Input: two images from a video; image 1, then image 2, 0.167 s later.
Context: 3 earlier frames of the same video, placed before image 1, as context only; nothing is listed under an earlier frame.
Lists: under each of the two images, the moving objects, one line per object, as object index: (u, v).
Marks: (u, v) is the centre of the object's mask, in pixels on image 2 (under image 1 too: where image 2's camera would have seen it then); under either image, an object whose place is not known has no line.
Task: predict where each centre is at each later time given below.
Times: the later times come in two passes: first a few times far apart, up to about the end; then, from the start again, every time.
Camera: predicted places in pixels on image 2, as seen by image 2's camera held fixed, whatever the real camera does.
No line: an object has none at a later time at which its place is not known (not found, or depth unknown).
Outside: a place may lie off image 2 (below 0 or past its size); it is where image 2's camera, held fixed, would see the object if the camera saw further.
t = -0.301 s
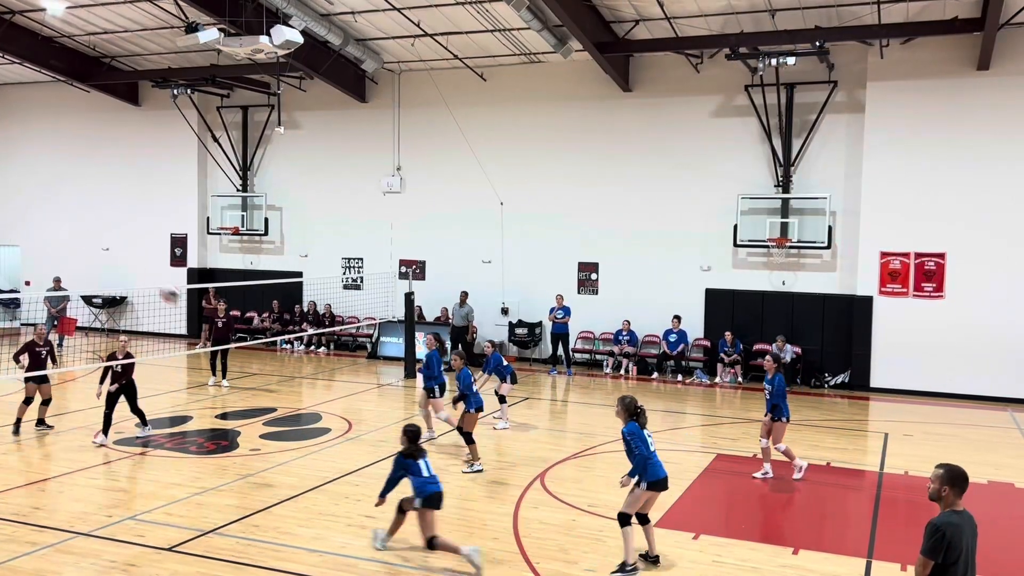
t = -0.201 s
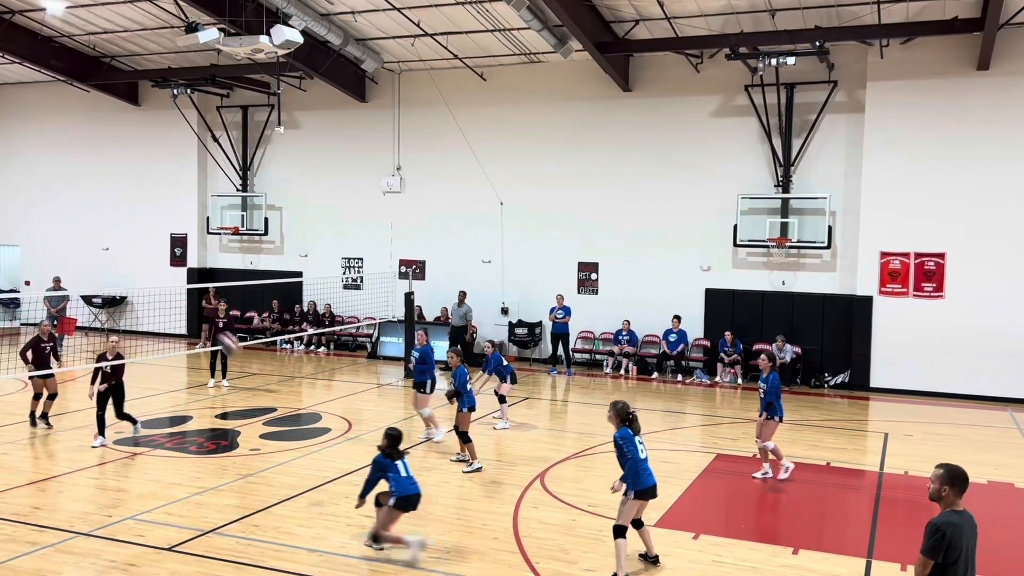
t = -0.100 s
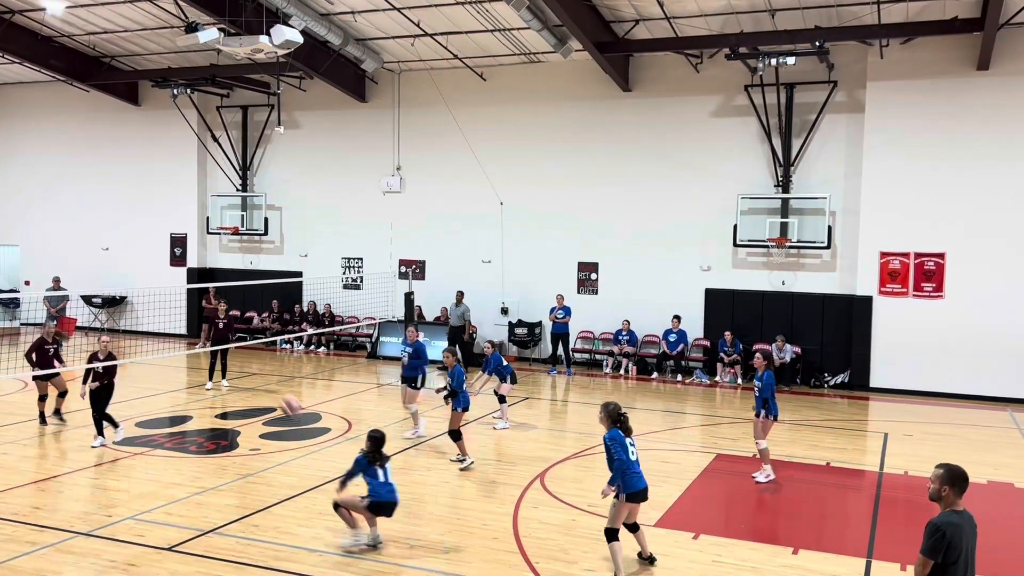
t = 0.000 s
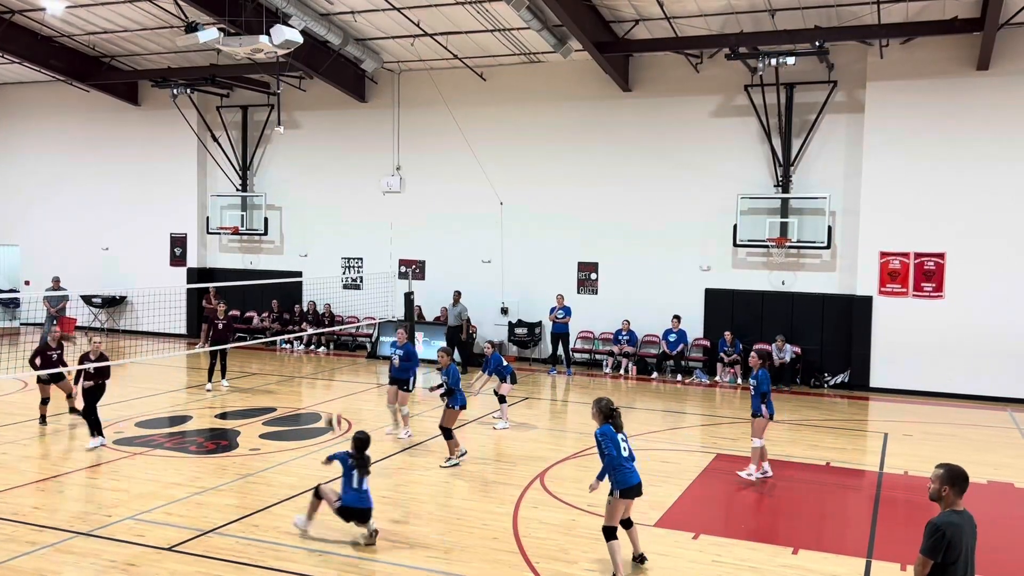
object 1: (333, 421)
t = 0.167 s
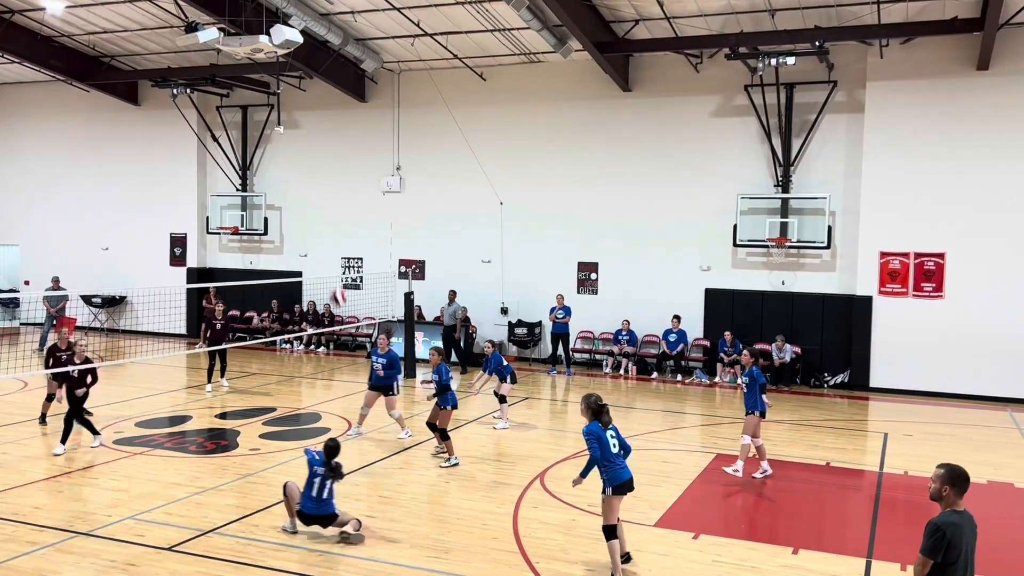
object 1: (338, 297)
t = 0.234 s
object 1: (338, 260)
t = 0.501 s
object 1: (348, 165)
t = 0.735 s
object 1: (355, 136)
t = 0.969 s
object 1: (362, 144)
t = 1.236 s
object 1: (369, 187)
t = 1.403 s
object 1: (372, 228)
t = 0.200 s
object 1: (338, 278)
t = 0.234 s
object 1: (338, 260)
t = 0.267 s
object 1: (340, 244)
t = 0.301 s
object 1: (341, 230)
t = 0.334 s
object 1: (343, 215)
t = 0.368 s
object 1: (343, 203)
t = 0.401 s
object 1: (345, 192)
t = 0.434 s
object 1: (345, 181)
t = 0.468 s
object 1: (347, 174)
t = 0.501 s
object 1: (348, 165)
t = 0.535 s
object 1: (349, 159)
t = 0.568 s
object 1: (350, 152)
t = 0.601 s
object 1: (351, 147)
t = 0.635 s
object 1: (352, 143)
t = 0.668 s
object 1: (353, 140)
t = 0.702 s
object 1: (354, 138)
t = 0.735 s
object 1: (355, 136)
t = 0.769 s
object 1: (356, 135)
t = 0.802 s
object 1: (357, 135)
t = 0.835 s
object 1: (358, 135)
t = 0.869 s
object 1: (359, 136)
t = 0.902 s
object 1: (360, 138)
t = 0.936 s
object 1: (361, 141)
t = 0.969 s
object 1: (362, 144)
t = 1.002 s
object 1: (363, 147)
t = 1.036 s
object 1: (364, 151)
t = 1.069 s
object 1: (365, 157)
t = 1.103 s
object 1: (366, 161)
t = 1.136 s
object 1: (366, 167)
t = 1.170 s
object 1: (367, 173)
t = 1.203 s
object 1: (368, 179)
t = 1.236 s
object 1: (369, 187)
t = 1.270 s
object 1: (369, 194)
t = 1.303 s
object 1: (370, 203)
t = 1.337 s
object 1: (371, 210)
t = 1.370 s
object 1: (371, 219)
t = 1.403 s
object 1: (372, 228)
